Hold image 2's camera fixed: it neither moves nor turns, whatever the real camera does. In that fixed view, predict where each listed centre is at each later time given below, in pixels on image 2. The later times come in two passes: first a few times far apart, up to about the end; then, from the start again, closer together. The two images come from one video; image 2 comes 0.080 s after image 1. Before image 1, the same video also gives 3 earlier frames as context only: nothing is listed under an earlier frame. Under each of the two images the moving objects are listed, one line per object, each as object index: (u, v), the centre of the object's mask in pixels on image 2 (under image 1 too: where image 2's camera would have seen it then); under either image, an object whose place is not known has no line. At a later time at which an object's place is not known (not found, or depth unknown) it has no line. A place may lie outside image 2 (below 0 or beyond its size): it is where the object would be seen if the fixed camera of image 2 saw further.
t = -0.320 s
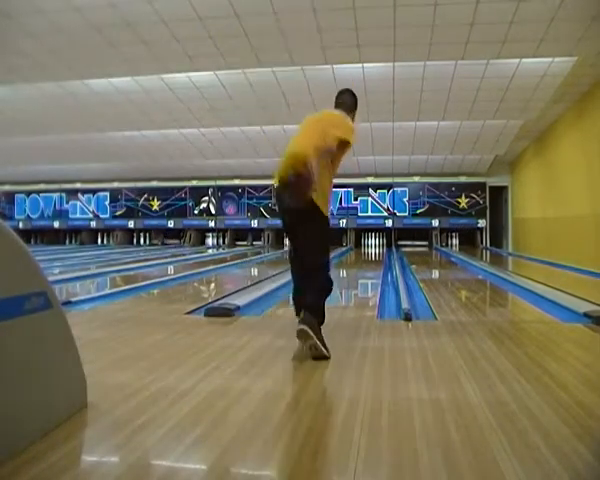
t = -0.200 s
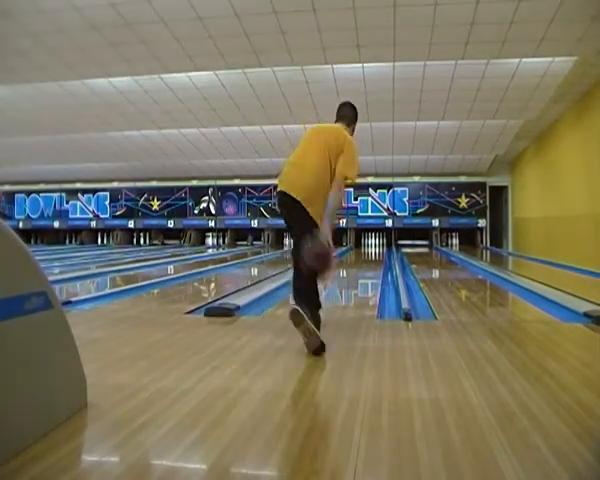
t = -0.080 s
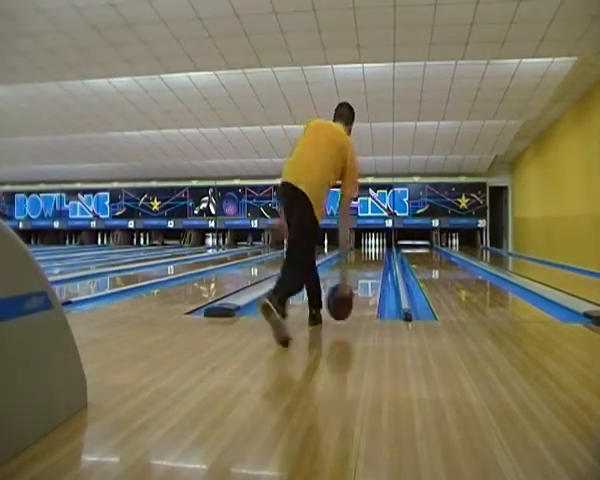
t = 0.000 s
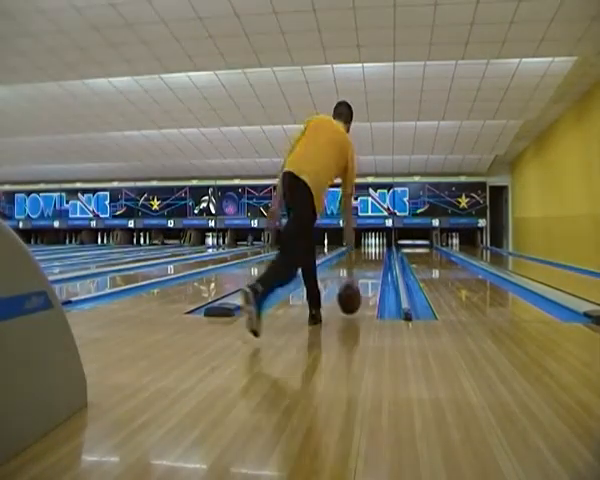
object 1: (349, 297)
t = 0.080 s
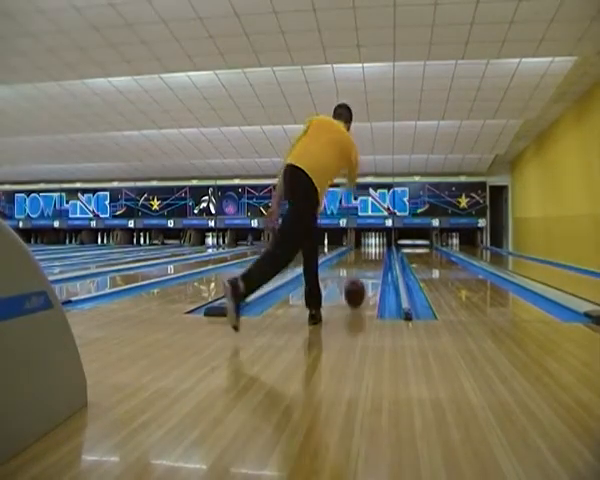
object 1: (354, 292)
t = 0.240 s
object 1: (361, 281)
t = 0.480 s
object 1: (368, 271)
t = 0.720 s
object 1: (373, 263)
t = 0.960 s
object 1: (376, 258)
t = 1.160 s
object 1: (378, 254)
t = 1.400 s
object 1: (379, 253)
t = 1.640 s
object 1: (381, 250)
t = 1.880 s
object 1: (382, 249)
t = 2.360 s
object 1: (376, 242)
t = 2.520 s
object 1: (376, 245)
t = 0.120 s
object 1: (356, 289)
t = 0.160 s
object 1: (358, 286)
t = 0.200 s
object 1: (360, 284)
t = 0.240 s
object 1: (361, 281)
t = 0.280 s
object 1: (363, 279)
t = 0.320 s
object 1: (364, 277)
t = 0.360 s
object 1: (365, 275)
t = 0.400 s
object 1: (367, 273)
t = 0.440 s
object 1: (367, 272)
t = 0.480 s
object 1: (368, 271)
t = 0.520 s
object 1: (369, 270)
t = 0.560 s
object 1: (370, 268)
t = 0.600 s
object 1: (371, 267)
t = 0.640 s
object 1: (371, 265)
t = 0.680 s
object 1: (372, 265)
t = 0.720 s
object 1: (373, 263)
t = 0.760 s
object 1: (373, 263)
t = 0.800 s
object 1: (374, 261)
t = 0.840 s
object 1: (375, 261)
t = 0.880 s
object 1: (375, 258)
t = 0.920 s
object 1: (376, 258)
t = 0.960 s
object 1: (376, 258)
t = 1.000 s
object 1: (376, 257)
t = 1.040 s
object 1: (376, 257)
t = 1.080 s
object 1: (377, 255)
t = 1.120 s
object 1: (378, 255)
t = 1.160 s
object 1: (378, 254)
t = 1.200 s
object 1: (379, 254)
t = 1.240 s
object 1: (379, 253)
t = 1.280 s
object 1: (380, 253)
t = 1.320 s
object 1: (380, 253)
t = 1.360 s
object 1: (378, 253)
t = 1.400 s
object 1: (379, 253)
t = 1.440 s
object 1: (380, 252)
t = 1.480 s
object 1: (380, 252)
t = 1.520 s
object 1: (380, 251)
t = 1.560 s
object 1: (381, 251)
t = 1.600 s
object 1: (381, 251)
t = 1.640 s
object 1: (381, 250)
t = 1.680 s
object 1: (380, 250)
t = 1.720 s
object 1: (382, 249)
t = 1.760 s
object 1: (381, 248)
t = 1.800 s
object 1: (381, 249)
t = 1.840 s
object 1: (382, 249)
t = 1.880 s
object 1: (382, 249)
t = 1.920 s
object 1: (380, 247)
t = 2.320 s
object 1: (377, 242)
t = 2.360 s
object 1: (376, 242)
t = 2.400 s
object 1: (377, 242)
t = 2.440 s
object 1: (377, 242)
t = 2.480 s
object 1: (377, 245)
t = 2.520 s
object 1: (376, 245)
